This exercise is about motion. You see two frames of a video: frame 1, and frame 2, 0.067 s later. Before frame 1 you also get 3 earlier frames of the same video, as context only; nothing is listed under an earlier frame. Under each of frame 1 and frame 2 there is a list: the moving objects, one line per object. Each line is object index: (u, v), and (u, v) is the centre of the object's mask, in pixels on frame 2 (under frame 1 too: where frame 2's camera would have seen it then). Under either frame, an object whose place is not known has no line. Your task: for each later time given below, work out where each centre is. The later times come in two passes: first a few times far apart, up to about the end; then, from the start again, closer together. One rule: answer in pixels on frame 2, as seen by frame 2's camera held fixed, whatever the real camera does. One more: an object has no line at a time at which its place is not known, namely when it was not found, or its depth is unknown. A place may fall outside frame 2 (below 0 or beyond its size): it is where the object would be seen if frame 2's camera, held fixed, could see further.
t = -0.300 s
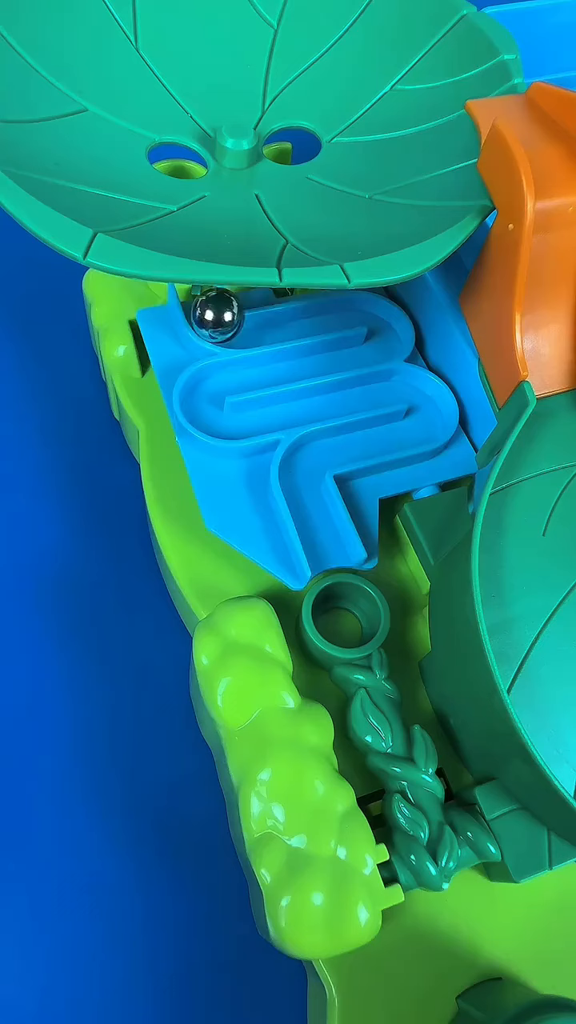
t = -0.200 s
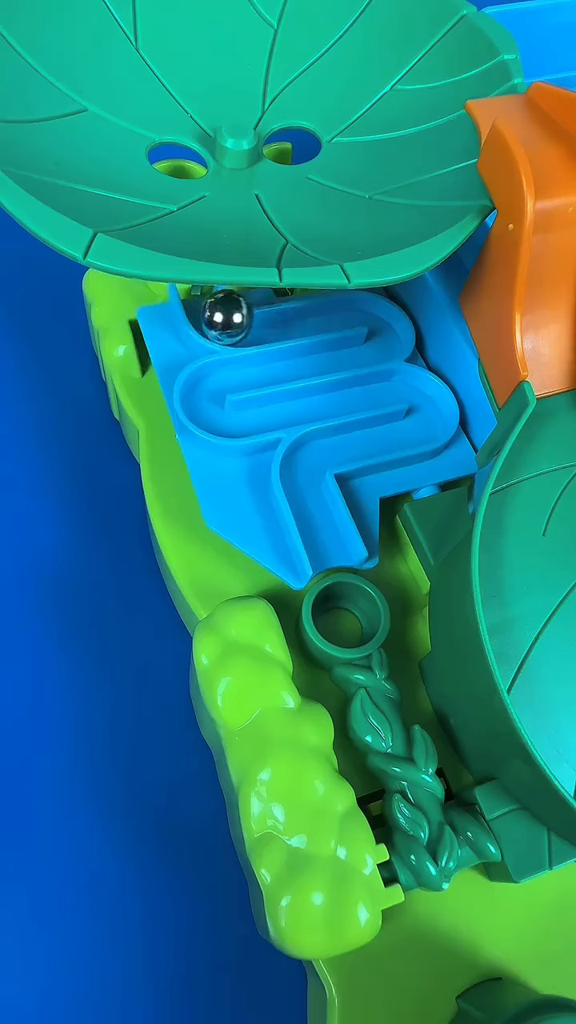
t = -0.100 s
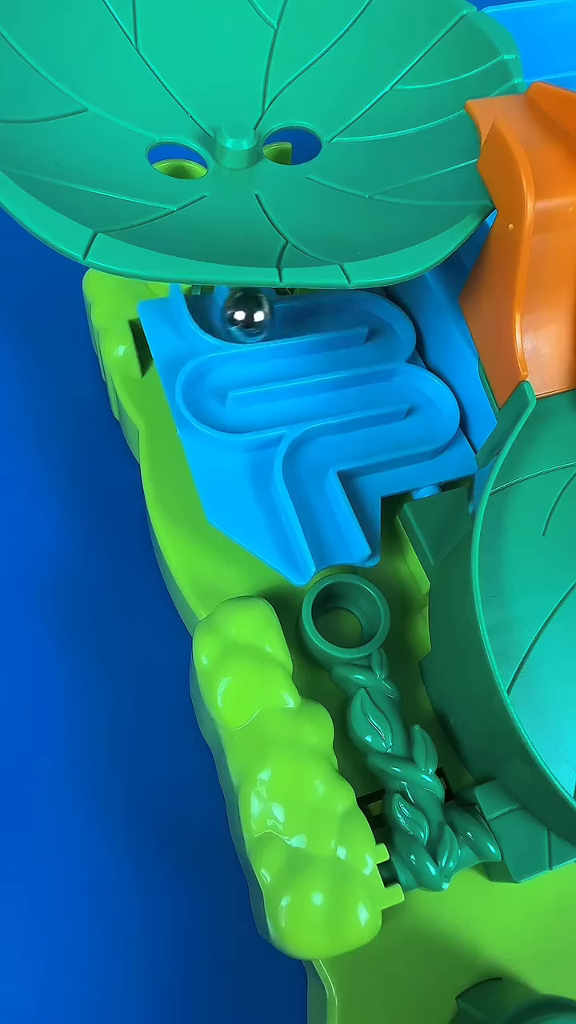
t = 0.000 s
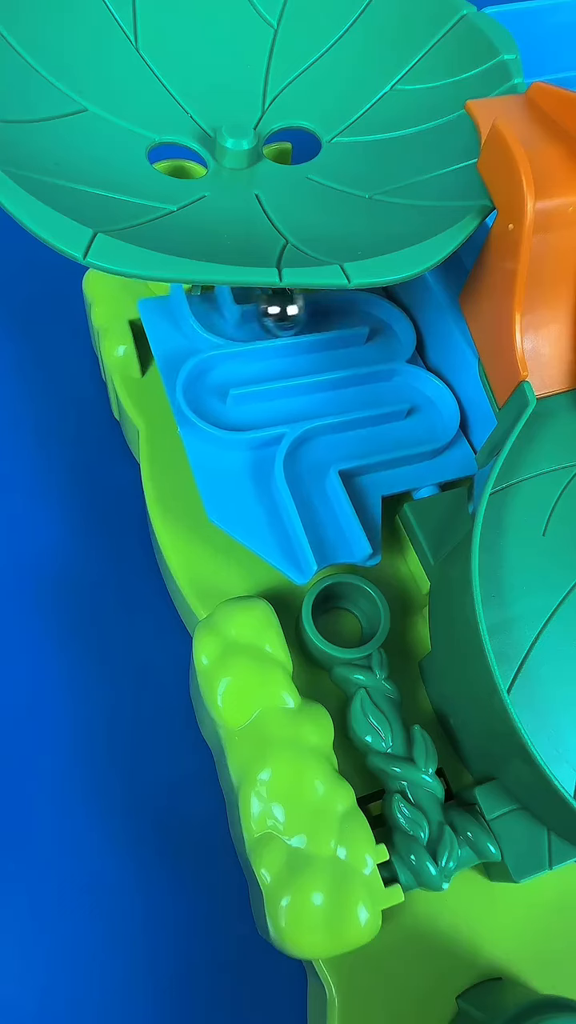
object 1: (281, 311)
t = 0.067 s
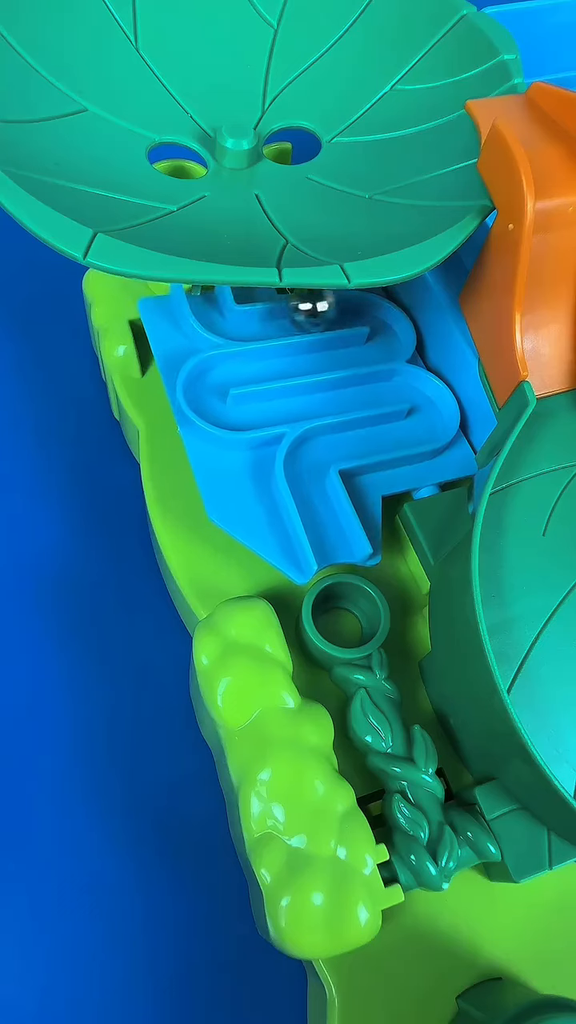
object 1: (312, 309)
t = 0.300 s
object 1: (377, 336)
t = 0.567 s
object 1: (321, 350)
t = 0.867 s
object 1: (218, 380)
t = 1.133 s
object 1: (279, 408)
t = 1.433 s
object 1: (340, 388)
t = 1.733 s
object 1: (414, 375)
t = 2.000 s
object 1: (400, 420)
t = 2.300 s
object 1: (368, 430)
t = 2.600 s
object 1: (305, 455)
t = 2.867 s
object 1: (335, 560)
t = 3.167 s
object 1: (343, 618)
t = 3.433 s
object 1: (343, 619)
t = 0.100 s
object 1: (331, 303)
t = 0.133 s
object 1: (350, 303)
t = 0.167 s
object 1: (371, 299)
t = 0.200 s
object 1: (391, 306)
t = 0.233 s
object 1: (397, 327)
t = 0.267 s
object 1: (390, 334)
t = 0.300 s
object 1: (377, 336)
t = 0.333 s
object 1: (367, 338)
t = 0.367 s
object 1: (359, 340)
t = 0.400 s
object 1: (352, 341)
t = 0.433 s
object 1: (345, 343)
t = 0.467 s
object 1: (339, 344)
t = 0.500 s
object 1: (333, 346)
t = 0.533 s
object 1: (327, 348)
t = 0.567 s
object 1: (321, 350)
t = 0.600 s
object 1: (314, 352)
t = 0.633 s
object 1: (306, 355)
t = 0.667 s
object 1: (298, 358)
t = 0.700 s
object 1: (289, 360)
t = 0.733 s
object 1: (278, 363)
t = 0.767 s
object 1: (265, 366)
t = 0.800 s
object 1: (251, 371)
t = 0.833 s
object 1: (235, 376)
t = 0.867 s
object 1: (218, 380)
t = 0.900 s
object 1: (199, 392)
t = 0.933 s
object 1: (195, 408)
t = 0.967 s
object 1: (204, 421)
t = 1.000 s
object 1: (225, 427)
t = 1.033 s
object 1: (241, 419)
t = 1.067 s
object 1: (255, 415)
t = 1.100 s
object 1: (268, 412)
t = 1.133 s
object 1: (279, 408)
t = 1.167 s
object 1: (290, 404)
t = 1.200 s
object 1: (298, 401)
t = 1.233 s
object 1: (305, 399)
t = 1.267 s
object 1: (313, 397)
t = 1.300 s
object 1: (319, 395)
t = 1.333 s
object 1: (324, 393)
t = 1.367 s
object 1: (329, 391)
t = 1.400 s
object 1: (335, 390)
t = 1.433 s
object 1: (340, 388)
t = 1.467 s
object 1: (345, 386)
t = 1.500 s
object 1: (351, 385)
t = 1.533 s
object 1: (357, 384)
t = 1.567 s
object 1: (364, 382)
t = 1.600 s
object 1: (372, 380)
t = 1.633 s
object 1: (380, 378)
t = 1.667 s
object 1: (390, 376)
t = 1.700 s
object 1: (402, 374)
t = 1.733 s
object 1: (414, 375)
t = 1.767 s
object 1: (428, 379)
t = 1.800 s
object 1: (439, 391)
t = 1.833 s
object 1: (440, 403)
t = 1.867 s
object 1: (434, 411)
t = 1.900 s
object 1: (423, 415)
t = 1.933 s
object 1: (415, 417)
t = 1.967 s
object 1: (407, 419)
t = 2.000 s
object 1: (400, 420)
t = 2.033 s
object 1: (395, 422)
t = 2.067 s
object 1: (390, 424)
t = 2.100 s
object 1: (387, 424)
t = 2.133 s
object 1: (384, 425)
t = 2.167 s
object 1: (382, 426)
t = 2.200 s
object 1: (378, 427)
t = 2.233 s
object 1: (375, 428)
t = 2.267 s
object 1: (372, 429)
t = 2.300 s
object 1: (368, 430)
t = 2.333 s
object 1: (364, 432)
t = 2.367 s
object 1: (360, 433)
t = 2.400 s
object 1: (354, 434)
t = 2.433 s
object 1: (348, 436)
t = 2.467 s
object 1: (341, 439)
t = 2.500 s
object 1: (333, 441)
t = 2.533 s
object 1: (324, 443)
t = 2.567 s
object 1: (314, 447)
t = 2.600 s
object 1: (305, 455)
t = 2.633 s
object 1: (299, 465)
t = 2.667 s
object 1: (298, 476)
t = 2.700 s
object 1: (302, 490)
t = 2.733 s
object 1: (308, 503)
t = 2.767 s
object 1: (315, 516)
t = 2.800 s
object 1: (321, 530)
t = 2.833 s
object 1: (329, 547)
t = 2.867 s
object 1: (335, 560)
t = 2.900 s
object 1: (342, 575)
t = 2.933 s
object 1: (349, 607)
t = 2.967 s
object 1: (343, 618)
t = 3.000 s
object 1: (342, 619)
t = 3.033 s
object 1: (343, 618)
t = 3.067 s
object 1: (342, 617)
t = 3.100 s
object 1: (342, 619)
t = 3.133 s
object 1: (342, 617)
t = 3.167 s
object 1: (343, 618)
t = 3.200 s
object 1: (343, 619)
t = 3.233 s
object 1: (342, 617)
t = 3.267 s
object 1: (343, 618)
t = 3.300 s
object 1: (343, 619)
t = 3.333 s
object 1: (343, 619)
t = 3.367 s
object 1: (342, 618)
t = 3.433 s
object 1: (343, 619)
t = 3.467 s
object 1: (342, 618)
